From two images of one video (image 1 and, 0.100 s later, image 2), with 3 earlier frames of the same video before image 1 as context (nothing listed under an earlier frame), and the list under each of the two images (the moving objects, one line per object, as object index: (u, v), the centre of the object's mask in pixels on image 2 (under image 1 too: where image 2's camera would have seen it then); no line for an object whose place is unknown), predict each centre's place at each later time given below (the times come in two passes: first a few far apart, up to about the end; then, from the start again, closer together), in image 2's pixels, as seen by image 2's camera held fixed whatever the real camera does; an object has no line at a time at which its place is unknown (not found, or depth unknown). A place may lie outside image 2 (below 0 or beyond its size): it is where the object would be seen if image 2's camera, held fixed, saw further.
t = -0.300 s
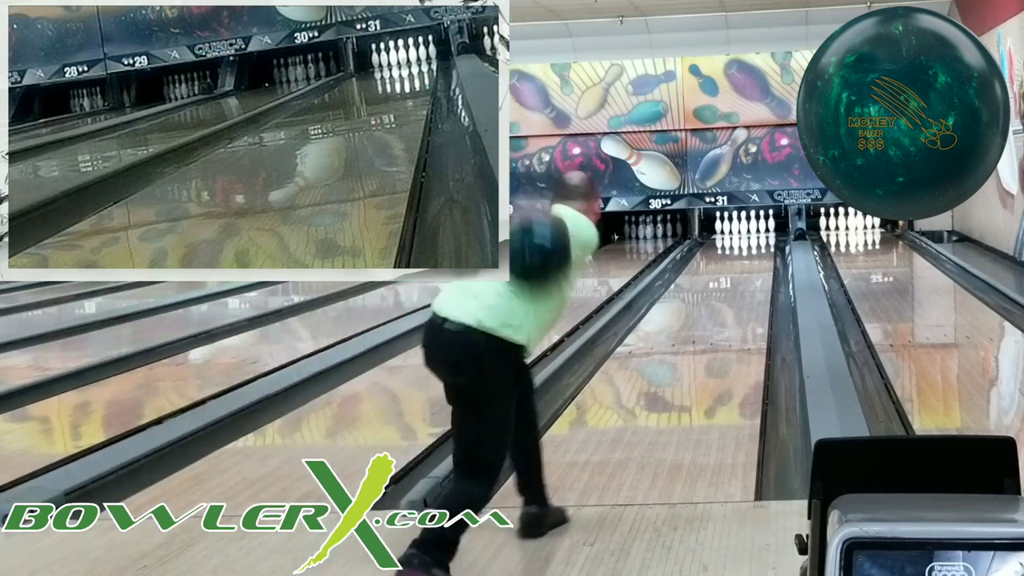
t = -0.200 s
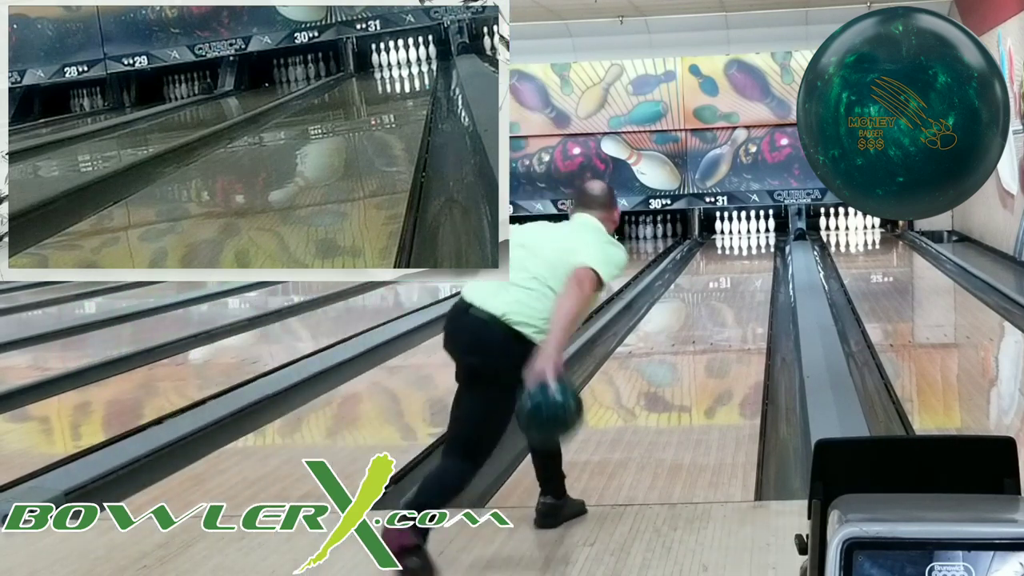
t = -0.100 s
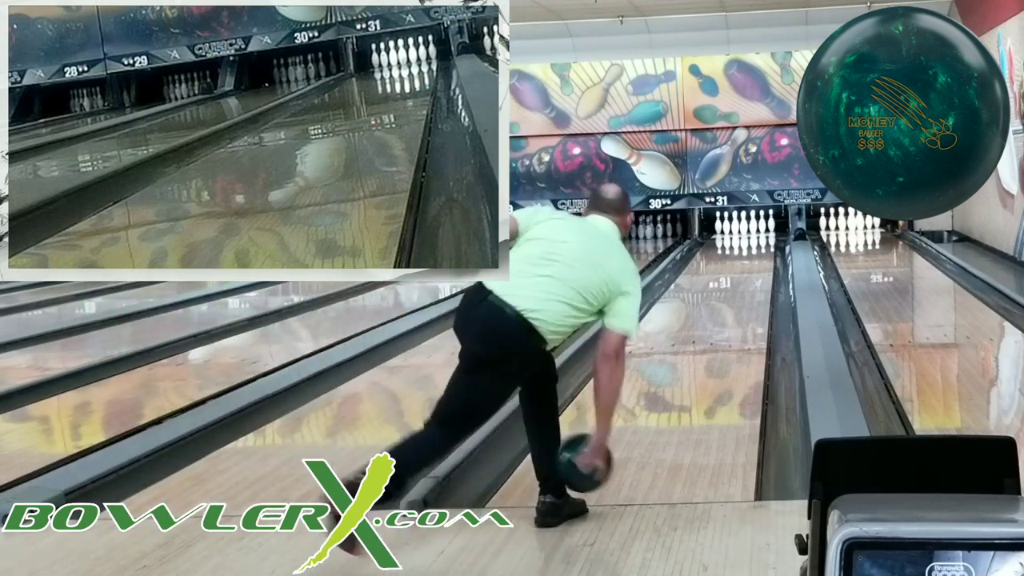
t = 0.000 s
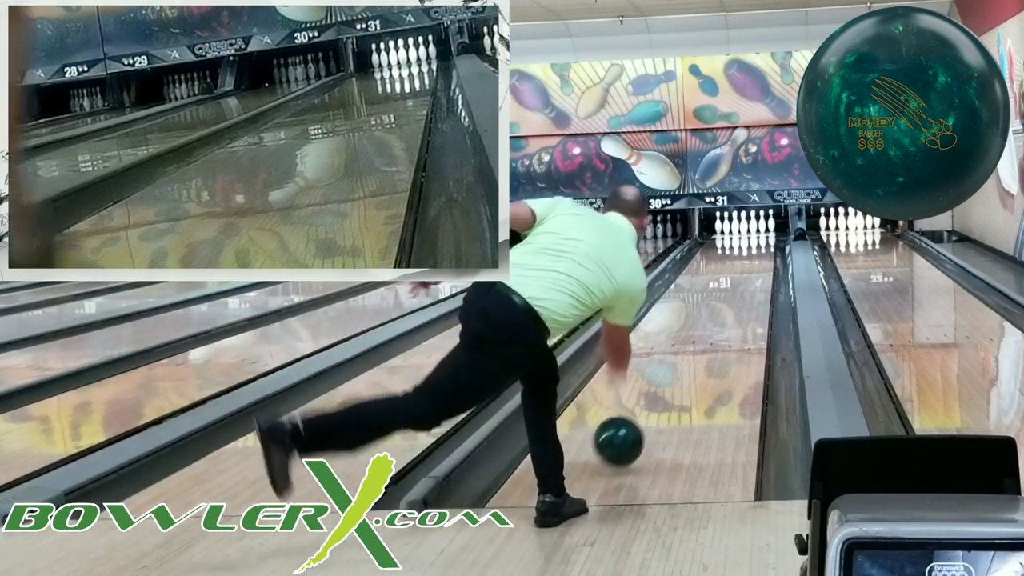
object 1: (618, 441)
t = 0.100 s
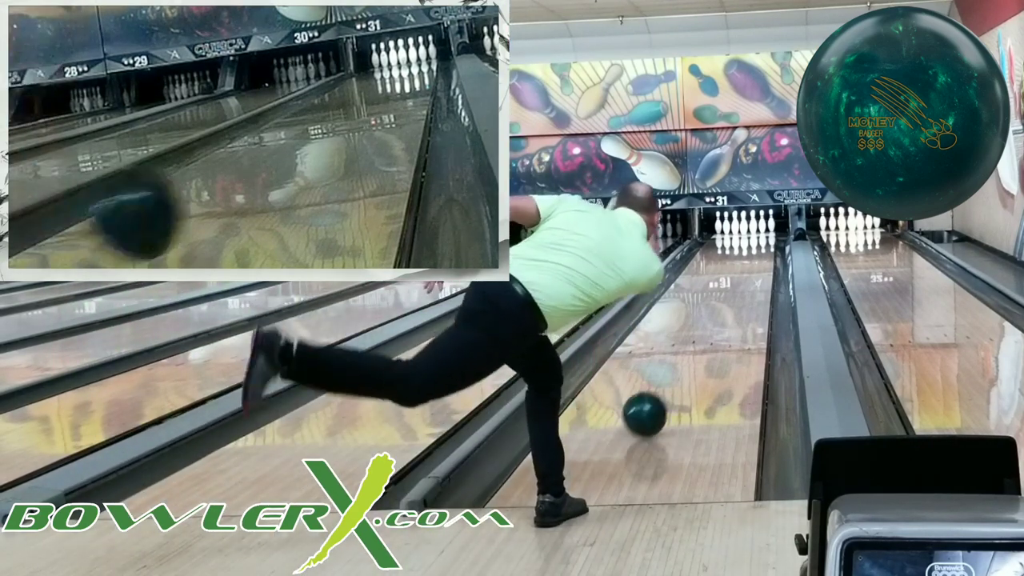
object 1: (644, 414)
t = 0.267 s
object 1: (676, 373)
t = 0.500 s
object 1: (706, 333)
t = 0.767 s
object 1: (729, 303)
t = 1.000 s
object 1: (742, 284)
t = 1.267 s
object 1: (753, 267)
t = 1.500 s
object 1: (760, 255)
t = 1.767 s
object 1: (763, 244)
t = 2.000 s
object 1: (760, 237)
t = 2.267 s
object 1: (751, 232)
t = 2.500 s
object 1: (745, 229)
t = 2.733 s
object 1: (741, 226)
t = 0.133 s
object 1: (651, 404)
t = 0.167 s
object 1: (658, 397)
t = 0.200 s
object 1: (665, 388)
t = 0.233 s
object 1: (671, 380)
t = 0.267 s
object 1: (676, 373)
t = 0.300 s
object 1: (681, 367)
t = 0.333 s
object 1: (686, 360)
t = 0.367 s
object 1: (691, 354)
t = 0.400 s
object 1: (695, 348)
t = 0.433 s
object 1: (696, 346)
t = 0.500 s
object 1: (706, 333)
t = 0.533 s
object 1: (709, 329)
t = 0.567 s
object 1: (713, 325)
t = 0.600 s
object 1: (716, 321)
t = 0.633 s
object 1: (718, 317)
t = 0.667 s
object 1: (721, 313)
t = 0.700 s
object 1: (724, 310)
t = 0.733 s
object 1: (726, 306)
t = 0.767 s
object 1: (729, 303)
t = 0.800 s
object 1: (731, 300)
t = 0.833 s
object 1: (733, 297)
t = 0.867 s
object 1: (735, 294)
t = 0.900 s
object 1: (737, 291)
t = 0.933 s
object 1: (739, 289)
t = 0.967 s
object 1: (741, 286)
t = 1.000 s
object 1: (742, 284)
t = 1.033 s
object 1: (744, 281)
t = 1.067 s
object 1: (745, 279)
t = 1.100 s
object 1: (747, 277)
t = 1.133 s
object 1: (748, 275)
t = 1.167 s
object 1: (750, 273)
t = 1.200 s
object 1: (751, 270)
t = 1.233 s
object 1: (752, 269)
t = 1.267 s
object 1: (753, 267)
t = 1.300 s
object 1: (755, 265)
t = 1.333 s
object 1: (755, 264)
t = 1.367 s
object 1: (757, 262)
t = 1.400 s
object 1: (757, 260)
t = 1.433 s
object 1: (758, 258)
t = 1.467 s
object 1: (759, 257)
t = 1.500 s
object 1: (760, 255)
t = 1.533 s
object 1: (761, 253)
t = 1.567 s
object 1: (762, 252)
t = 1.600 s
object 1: (762, 251)
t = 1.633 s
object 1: (762, 250)
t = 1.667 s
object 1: (762, 248)
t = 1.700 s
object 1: (762, 245)
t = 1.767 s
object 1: (763, 244)
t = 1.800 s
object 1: (763, 244)
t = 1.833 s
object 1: (762, 242)
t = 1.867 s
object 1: (762, 241)
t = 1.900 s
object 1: (762, 240)
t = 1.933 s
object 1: (761, 239)
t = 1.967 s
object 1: (761, 238)
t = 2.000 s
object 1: (760, 237)
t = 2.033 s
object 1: (759, 237)
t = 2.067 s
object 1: (759, 235)
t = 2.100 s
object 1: (757, 235)
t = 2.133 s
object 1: (756, 235)
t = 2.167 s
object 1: (755, 234)
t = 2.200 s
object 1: (753, 234)
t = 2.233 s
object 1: (753, 233)
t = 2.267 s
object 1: (751, 232)
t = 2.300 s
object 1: (750, 232)
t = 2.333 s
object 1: (749, 231)
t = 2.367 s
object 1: (748, 230)
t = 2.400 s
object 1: (746, 230)
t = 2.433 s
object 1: (746, 229)
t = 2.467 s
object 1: (746, 229)
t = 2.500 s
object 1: (745, 229)
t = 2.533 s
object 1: (745, 228)
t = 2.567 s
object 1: (744, 227)
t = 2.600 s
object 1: (743, 227)
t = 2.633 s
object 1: (742, 227)
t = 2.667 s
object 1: (742, 227)
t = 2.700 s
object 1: (741, 226)
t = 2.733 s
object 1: (741, 226)
